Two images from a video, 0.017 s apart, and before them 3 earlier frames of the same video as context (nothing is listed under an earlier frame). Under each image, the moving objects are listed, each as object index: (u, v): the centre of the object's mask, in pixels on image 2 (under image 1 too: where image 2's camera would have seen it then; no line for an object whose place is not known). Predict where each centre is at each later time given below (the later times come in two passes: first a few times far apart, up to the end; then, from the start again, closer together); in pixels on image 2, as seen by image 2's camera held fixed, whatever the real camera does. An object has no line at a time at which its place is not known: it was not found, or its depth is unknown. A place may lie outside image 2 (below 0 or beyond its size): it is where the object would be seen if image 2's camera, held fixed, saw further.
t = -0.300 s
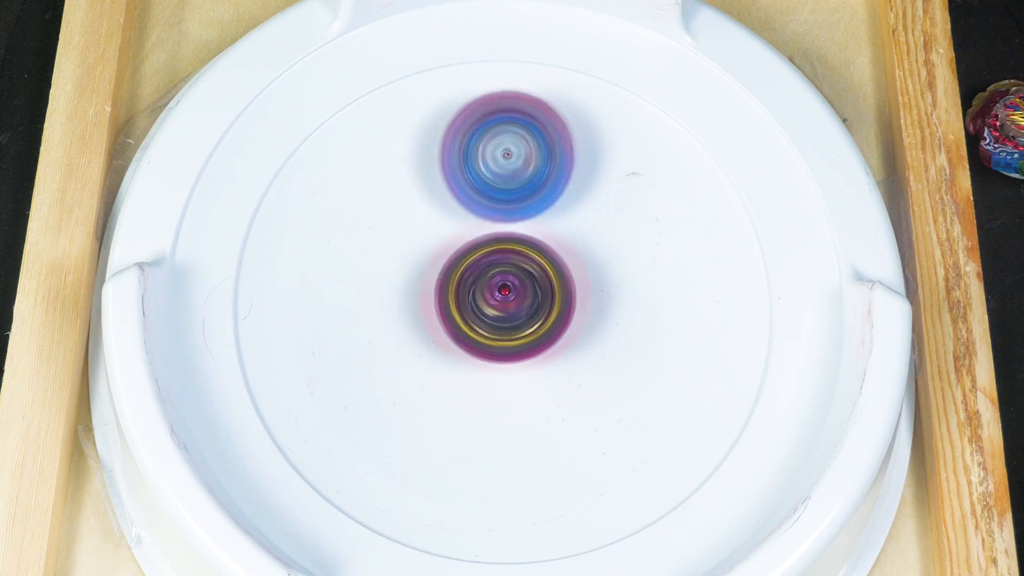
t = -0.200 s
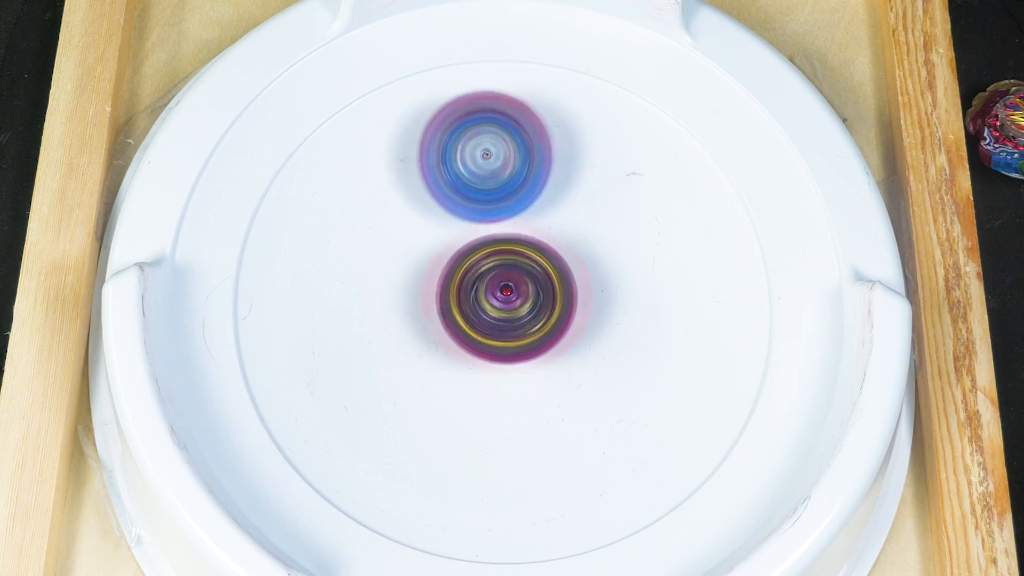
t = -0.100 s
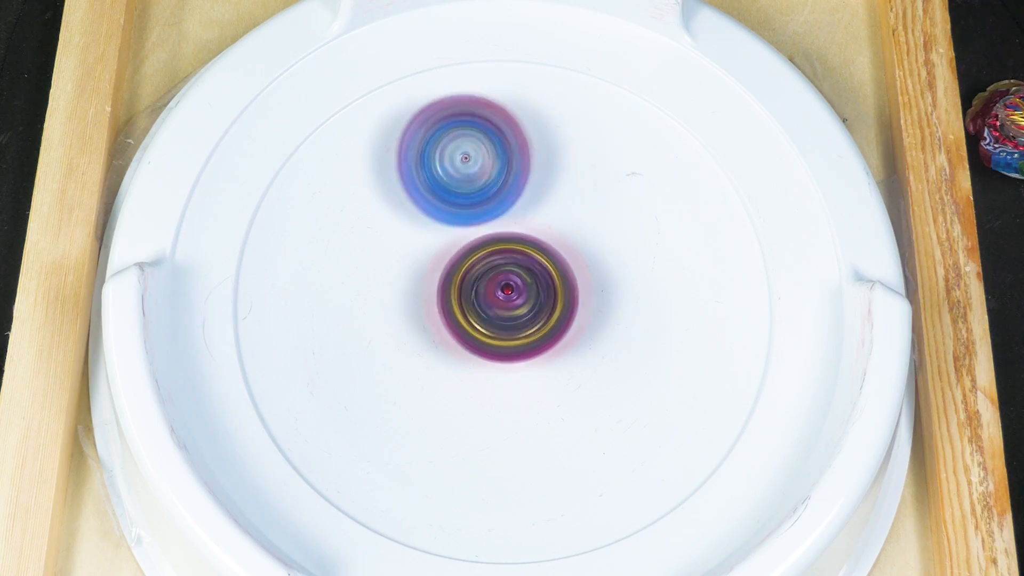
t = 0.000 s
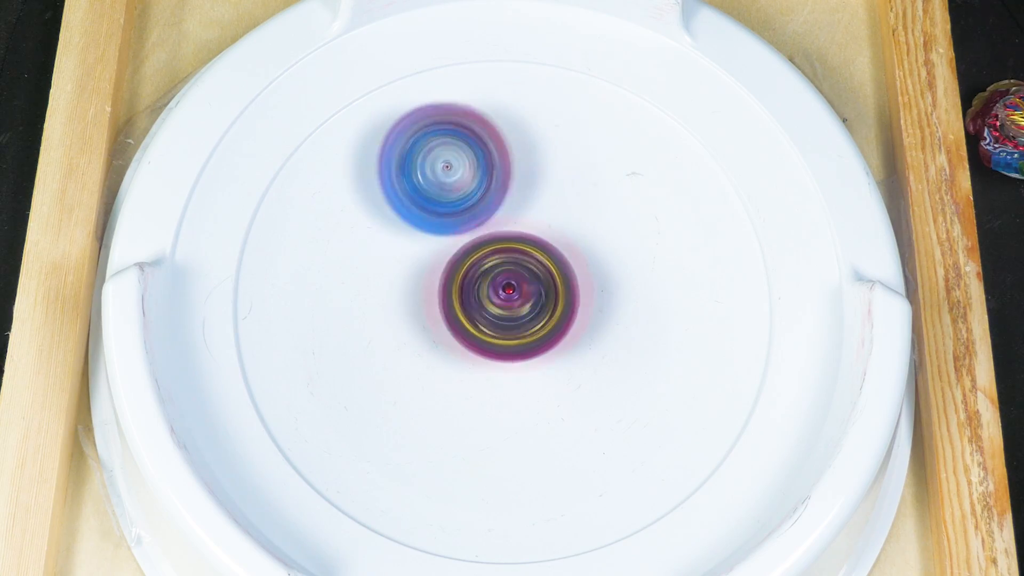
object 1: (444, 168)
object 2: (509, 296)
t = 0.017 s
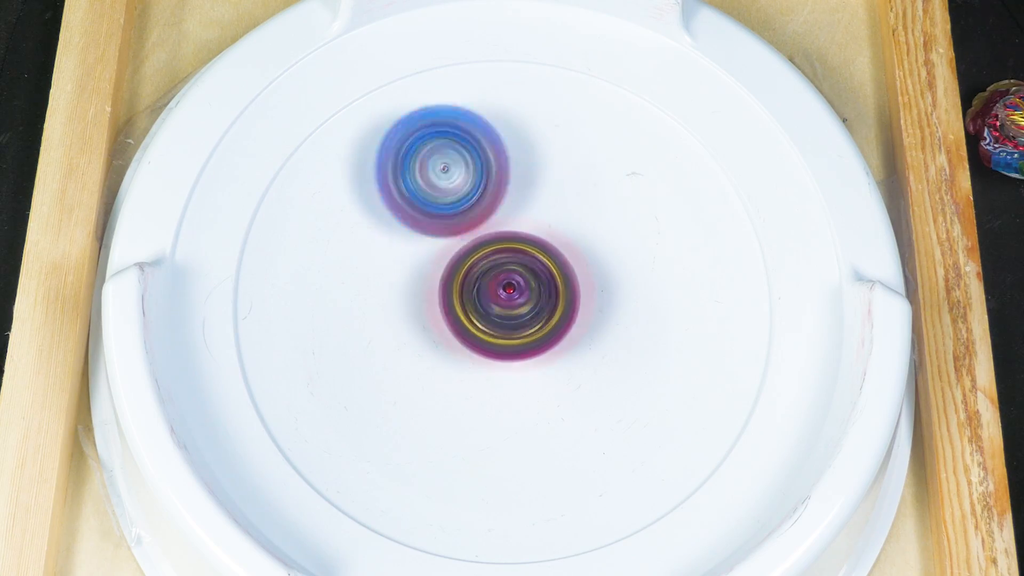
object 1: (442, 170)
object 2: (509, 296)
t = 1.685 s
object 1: (570, 388)
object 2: (533, 247)
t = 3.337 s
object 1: (463, 182)
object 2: (443, 315)
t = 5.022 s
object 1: (489, 235)
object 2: (577, 340)
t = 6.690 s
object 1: (454, 268)
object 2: (572, 348)
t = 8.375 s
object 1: (459, 249)
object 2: (575, 328)
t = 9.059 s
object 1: (444, 241)
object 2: (573, 324)
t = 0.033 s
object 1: (439, 173)
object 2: (510, 296)
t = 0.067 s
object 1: (434, 176)
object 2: (510, 296)
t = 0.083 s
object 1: (431, 179)
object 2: (511, 296)
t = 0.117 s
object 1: (426, 184)
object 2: (512, 296)
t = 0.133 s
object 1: (422, 187)
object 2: (513, 297)
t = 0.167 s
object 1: (419, 192)
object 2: (513, 297)
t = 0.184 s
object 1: (416, 195)
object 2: (513, 297)
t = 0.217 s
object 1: (412, 201)
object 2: (514, 297)
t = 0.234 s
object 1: (409, 204)
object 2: (514, 297)
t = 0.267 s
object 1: (405, 211)
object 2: (515, 297)
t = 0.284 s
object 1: (403, 214)
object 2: (515, 297)
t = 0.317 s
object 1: (399, 221)
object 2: (516, 297)
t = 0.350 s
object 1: (396, 228)
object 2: (518, 298)
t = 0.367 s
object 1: (394, 232)
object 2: (518, 299)
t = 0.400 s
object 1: (390, 240)
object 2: (519, 299)
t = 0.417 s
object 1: (389, 243)
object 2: (519, 299)
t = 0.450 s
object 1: (387, 251)
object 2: (520, 300)
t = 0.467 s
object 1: (386, 254)
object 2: (521, 300)
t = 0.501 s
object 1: (384, 263)
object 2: (522, 301)
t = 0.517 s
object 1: (383, 266)
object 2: (522, 301)
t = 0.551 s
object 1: (382, 273)
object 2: (523, 300)
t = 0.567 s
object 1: (382, 277)
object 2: (523, 300)
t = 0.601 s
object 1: (381, 285)
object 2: (524, 300)
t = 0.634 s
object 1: (378, 292)
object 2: (526, 300)
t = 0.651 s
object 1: (379, 296)
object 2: (526, 300)
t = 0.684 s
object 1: (378, 304)
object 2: (527, 299)
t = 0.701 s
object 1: (379, 308)
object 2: (528, 298)
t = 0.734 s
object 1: (380, 314)
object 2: (529, 298)
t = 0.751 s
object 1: (381, 319)
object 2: (529, 298)
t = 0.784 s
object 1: (383, 325)
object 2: (529, 297)
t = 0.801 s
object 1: (385, 328)
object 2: (529, 297)
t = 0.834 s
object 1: (388, 335)
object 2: (530, 296)
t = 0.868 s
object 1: (391, 340)
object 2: (531, 295)
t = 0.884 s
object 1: (393, 343)
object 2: (531, 295)
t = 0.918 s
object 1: (398, 348)
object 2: (531, 294)
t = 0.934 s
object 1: (400, 350)
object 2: (531, 293)
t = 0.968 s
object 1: (405, 354)
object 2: (532, 291)
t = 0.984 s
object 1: (407, 356)
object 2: (533, 290)
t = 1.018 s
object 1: (413, 360)
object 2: (534, 288)
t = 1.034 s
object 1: (416, 363)
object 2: (534, 288)
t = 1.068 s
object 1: (422, 367)
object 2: (535, 286)
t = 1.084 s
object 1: (426, 370)
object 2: (536, 284)
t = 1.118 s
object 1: (433, 376)
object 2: (537, 281)
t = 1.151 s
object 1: (441, 381)
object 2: (537, 279)
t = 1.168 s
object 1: (444, 384)
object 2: (537, 277)
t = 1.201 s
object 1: (452, 389)
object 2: (536, 275)
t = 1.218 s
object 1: (455, 390)
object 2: (537, 274)
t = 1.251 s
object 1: (462, 393)
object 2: (536, 273)
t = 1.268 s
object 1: (466, 393)
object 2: (536, 273)
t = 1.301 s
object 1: (473, 394)
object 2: (536, 273)
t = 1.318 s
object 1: (477, 395)
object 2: (536, 273)
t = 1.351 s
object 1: (484, 395)
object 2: (536, 272)
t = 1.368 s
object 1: (487, 395)
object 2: (535, 271)
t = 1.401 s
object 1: (495, 396)
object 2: (536, 269)
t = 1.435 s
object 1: (503, 396)
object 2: (536, 268)
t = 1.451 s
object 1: (506, 396)
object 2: (537, 266)
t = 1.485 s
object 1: (515, 396)
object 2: (536, 263)
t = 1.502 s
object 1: (520, 396)
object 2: (537, 262)
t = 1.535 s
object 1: (531, 394)
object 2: (537, 260)
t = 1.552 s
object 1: (534, 393)
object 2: (537, 260)
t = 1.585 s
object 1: (544, 391)
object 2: (536, 259)
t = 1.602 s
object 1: (549, 389)
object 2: (535, 258)
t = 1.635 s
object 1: (557, 387)
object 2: (535, 257)
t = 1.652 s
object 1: (562, 388)
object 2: (535, 254)
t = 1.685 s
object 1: (570, 388)
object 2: (533, 247)
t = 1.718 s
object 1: (577, 385)
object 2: (533, 244)
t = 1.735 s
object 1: (580, 383)
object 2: (532, 244)
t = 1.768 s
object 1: (586, 378)
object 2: (531, 243)
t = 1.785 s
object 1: (589, 375)
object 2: (530, 243)
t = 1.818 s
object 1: (595, 369)
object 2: (530, 242)
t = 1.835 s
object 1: (599, 367)
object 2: (529, 241)
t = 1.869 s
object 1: (605, 361)
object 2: (528, 241)
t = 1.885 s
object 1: (607, 358)
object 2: (528, 241)
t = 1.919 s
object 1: (612, 352)
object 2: (527, 241)
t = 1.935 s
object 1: (615, 348)
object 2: (527, 240)
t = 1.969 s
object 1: (619, 340)
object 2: (526, 240)
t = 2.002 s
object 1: (622, 333)
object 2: (524, 240)
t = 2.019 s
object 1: (625, 330)
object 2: (523, 239)
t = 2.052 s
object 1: (628, 323)
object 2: (522, 238)
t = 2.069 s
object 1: (630, 320)
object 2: (521, 238)
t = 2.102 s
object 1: (633, 313)
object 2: (519, 236)
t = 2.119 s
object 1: (634, 309)
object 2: (518, 237)
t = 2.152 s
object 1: (637, 301)
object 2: (515, 236)
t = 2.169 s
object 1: (638, 298)
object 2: (512, 236)
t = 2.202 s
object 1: (639, 291)
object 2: (511, 236)
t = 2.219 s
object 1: (639, 287)
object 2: (510, 236)
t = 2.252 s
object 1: (638, 279)
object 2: (508, 237)
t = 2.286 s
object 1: (642, 272)
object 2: (499, 236)
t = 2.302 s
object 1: (642, 267)
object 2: (497, 236)
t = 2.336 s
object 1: (642, 259)
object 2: (492, 237)
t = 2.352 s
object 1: (642, 255)
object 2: (491, 238)
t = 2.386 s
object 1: (640, 248)
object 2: (489, 238)
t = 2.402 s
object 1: (639, 245)
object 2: (487, 239)
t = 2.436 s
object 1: (635, 240)
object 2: (486, 239)
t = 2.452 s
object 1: (633, 237)
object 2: (484, 240)
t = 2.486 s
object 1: (628, 231)
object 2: (482, 241)
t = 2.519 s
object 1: (623, 225)
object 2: (481, 242)
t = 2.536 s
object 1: (620, 222)
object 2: (479, 242)
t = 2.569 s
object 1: (615, 216)
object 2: (478, 243)
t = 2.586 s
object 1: (611, 213)
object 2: (476, 243)
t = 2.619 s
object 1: (605, 208)
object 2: (472, 244)
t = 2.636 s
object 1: (604, 205)
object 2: (471, 244)
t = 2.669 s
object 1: (598, 200)
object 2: (468, 246)
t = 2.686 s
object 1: (594, 198)
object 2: (467, 248)
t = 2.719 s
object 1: (587, 193)
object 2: (464, 249)
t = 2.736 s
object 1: (585, 190)
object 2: (462, 251)
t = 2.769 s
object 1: (579, 185)
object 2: (459, 254)
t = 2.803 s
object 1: (573, 182)
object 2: (457, 255)
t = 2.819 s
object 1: (568, 180)
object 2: (456, 257)
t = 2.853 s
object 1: (561, 178)
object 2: (454, 259)
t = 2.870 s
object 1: (558, 177)
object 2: (452, 260)
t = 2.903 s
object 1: (551, 174)
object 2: (449, 262)
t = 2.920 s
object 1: (547, 172)
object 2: (448, 262)
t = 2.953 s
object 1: (541, 168)
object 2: (443, 267)
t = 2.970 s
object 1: (539, 168)
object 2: (441, 270)
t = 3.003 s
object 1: (533, 167)
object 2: (438, 275)
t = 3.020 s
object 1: (530, 166)
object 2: (438, 277)
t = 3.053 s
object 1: (522, 167)
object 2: (438, 280)
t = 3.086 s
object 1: (514, 168)
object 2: (438, 283)
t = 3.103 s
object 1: (510, 170)
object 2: (438, 284)
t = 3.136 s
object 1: (502, 171)
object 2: (438, 286)
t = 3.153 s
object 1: (499, 171)
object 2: (438, 290)
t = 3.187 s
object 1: (492, 170)
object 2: (438, 297)
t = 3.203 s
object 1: (488, 170)
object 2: (438, 301)
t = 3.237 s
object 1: (481, 173)
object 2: (440, 304)
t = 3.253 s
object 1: (478, 175)
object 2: (441, 306)
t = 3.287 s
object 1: (472, 179)
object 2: (443, 308)
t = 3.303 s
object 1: (469, 180)
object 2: (443, 308)
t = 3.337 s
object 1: (463, 182)
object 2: (443, 315)
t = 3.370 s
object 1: (456, 185)
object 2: (444, 320)
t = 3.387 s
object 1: (453, 186)
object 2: (444, 322)
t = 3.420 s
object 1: (448, 190)
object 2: (445, 323)
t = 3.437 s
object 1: (445, 194)
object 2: (446, 325)
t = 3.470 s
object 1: (439, 198)
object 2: (447, 328)
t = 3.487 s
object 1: (437, 199)
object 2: (447, 330)
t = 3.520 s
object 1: (432, 204)
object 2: (449, 333)
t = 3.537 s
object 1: (429, 205)
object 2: (450, 335)
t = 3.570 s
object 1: (424, 209)
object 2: (452, 338)
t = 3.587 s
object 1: (422, 212)
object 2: (453, 339)
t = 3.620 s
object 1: (417, 214)
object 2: (456, 344)
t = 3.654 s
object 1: (412, 218)
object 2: (459, 347)
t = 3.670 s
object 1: (412, 222)
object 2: (460, 348)
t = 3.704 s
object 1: (409, 227)
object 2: (462, 349)
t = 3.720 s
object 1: (408, 229)
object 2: (464, 351)
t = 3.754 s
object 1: (405, 233)
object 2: (467, 355)
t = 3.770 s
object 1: (403, 235)
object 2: (468, 356)
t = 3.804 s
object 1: (402, 240)
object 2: (471, 358)
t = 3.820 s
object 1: (401, 243)
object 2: (472, 359)
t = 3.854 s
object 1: (399, 246)
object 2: (476, 362)
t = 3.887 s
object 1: (398, 250)
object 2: (479, 365)
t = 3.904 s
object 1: (398, 253)
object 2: (480, 365)
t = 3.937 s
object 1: (392, 252)
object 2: (490, 372)
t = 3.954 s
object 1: (389, 247)
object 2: (497, 377)
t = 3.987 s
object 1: (387, 245)
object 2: (507, 383)
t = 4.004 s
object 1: (388, 245)
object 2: (511, 384)
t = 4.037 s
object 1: (389, 246)
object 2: (516, 383)
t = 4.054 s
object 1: (390, 246)
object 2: (518, 384)
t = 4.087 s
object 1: (393, 248)
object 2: (521, 381)
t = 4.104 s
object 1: (394, 248)
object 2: (522, 381)
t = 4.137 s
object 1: (398, 251)
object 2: (524, 378)
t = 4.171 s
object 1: (402, 255)
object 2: (526, 376)
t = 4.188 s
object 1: (404, 256)
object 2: (527, 375)
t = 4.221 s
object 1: (409, 260)
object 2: (528, 371)
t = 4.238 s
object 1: (412, 261)
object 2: (528, 369)
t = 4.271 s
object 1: (418, 265)
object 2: (529, 363)
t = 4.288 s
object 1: (421, 267)
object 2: (529, 362)
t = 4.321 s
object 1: (420, 268)
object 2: (535, 363)
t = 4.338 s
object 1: (420, 266)
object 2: (540, 365)
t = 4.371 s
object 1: (422, 267)
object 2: (547, 367)
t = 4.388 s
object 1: (425, 266)
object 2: (548, 366)
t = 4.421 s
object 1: (430, 267)
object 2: (549, 365)
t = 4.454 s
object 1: (435, 268)
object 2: (551, 363)
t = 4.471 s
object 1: (439, 268)
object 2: (551, 362)
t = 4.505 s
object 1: (445, 270)
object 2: (552, 360)
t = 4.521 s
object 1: (448, 270)
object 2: (553, 359)
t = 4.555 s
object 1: (444, 265)
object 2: (564, 365)
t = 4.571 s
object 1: (442, 262)
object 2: (570, 368)
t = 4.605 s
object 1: (444, 259)
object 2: (576, 369)
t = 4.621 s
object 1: (445, 258)
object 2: (578, 369)
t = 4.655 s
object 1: (449, 255)
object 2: (579, 367)
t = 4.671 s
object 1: (451, 254)
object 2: (580, 366)
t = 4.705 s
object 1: (456, 251)
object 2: (580, 363)
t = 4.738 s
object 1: (461, 249)
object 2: (580, 360)
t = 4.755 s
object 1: (464, 248)
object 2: (580, 357)
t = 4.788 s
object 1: (469, 248)
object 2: (578, 353)
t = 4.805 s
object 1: (471, 247)
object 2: (577, 350)
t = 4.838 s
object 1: (477, 246)
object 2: (574, 345)
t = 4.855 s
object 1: (479, 246)
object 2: (575, 344)
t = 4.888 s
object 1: (481, 243)
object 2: (577, 343)
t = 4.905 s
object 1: (480, 243)
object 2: (578, 345)
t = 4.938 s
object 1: (484, 240)
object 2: (578, 344)
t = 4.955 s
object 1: (484, 240)
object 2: (578, 343)
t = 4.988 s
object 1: (488, 237)
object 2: (577, 341)
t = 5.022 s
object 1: (489, 235)
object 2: (577, 340)
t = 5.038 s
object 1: (490, 234)
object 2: (578, 340)
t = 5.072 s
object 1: (491, 233)
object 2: (577, 340)
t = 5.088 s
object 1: (492, 232)
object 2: (577, 339)
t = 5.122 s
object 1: (492, 230)
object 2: (576, 338)
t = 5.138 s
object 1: (493, 229)
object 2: (577, 338)
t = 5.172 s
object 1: (493, 229)
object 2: (576, 337)
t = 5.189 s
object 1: (493, 228)
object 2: (576, 337)
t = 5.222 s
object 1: (493, 227)
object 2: (575, 336)
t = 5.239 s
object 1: (493, 226)
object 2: (575, 336)
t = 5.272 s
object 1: (492, 226)
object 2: (574, 336)
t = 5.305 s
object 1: (490, 225)
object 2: (573, 336)
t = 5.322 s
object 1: (491, 225)
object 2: (572, 335)
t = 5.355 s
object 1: (489, 224)
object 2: (571, 335)
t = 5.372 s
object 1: (490, 225)
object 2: (570, 334)
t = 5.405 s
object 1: (489, 224)
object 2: (570, 333)
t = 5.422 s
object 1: (488, 224)
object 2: (570, 333)
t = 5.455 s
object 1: (485, 221)
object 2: (572, 339)
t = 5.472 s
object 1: (484, 221)
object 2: (571, 340)
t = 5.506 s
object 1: (484, 220)
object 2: (571, 339)
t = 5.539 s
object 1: (484, 222)
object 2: (570, 336)
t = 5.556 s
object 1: (484, 222)
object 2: (570, 336)
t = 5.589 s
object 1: (484, 224)
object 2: (568, 334)
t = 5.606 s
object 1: (484, 225)
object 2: (569, 333)
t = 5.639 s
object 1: (483, 227)
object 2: (568, 334)
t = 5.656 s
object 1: (482, 227)
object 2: (569, 336)
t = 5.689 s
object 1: (480, 229)
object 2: (566, 336)
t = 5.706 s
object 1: (480, 230)
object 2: (567, 335)
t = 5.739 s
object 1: (479, 232)
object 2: (567, 336)
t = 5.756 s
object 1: (478, 232)
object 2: (567, 337)
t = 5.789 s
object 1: (476, 235)
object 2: (564, 338)
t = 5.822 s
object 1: (473, 235)
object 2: (564, 340)
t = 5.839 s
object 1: (472, 235)
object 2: (563, 340)
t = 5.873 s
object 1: (470, 237)
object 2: (562, 339)
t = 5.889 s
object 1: (470, 238)
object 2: (562, 339)
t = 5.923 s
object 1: (468, 239)
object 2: (563, 341)
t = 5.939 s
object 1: (467, 240)
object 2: (562, 341)
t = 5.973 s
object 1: (466, 241)
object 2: (562, 341)
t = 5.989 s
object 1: (465, 242)
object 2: (561, 340)
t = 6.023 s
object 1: (464, 243)
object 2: (562, 341)
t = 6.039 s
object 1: (462, 244)
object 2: (561, 341)
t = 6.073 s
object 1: (462, 246)
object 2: (561, 341)
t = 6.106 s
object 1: (458, 246)
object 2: (561, 344)
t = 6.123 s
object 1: (457, 246)
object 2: (561, 344)
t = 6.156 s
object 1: (457, 248)
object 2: (560, 343)
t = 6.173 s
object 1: (456, 248)
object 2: (560, 342)
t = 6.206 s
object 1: (455, 251)
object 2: (560, 342)
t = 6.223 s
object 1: (455, 251)
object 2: (560, 341)
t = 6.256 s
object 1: (454, 254)
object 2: (561, 342)
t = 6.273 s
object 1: (454, 254)
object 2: (560, 342)
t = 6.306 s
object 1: (452, 256)
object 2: (562, 343)
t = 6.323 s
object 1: (452, 258)
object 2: (561, 343)
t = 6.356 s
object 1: (452, 258)
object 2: (562, 343)
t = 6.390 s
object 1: (448, 259)
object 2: (563, 345)
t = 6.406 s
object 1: (448, 259)
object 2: (564, 346)
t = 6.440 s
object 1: (448, 261)
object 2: (563, 343)
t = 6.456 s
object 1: (449, 261)
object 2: (563, 343)
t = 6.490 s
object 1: (448, 264)
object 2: (563, 341)
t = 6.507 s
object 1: (449, 264)
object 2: (565, 342)
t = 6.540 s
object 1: (449, 263)
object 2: (568, 344)
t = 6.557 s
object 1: (449, 264)
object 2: (569, 344)
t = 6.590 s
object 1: (452, 265)
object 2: (569, 343)
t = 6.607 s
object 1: (452, 267)
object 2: (569, 343)
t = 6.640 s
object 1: (454, 268)
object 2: (570, 344)
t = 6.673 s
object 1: (452, 268)
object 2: (572, 347)
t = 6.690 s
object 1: (454, 268)
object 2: (572, 348)
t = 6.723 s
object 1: (454, 270)
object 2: (571, 345)
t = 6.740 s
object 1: (455, 269)
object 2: (573, 345)
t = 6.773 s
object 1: (453, 269)
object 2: (576, 344)
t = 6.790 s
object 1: (454, 269)
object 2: (576, 345)
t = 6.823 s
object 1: (454, 267)
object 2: (574, 343)
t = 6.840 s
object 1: (452, 267)
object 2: (575, 343)
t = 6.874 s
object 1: (453, 266)
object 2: (576, 343)
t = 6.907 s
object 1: (453, 266)
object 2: (574, 342)
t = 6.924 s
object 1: (454, 265)
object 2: (574, 340)
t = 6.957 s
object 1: (453, 264)
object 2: (573, 339)
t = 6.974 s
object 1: (454, 263)
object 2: (573, 338)
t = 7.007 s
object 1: (453, 261)
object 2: (575, 338)
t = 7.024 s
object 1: (454, 262)
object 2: (574, 338)
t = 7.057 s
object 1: (456, 260)
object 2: (572, 337)
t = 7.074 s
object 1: (455, 260)
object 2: (572, 336)
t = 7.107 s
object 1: (456, 258)
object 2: (574, 336)
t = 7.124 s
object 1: (456, 257)
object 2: (573, 336)
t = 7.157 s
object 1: (457, 258)
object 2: (573, 336)
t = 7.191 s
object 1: (456, 255)
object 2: (573, 337)
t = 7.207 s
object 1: (455, 254)
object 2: (574, 338)
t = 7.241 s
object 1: (456, 254)
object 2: (574, 339)
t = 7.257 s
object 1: (457, 255)
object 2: (572, 338)
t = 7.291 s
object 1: (459, 252)
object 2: (572, 336)
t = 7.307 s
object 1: (458, 251)
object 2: (572, 335)
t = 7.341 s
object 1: (460, 252)
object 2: (573, 335)
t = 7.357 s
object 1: (461, 251)
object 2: (572, 335)
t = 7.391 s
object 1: (460, 251)
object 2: (571, 333)
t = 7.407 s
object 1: (458, 249)
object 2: (575, 336)
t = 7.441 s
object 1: (455, 246)
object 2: (580, 339)
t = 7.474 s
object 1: (455, 244)
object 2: (580, 341)
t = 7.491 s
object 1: (455, 243)
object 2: (579, 340)
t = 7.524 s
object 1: (455, 244)
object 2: (578, 337)
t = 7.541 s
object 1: (456, 242)
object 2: (577, 336)
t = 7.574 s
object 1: (456, 243)
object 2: (575, 332)
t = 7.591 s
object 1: (457, 243)
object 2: (575, 332)
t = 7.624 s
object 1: (457, 243)
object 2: (574, 329)
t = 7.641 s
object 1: (458, 244)
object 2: (574, 328)
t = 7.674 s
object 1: (460, 244)
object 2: (573, 327)
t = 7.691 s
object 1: (460, 244)
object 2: (573, 326)
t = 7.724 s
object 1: (461, 244)
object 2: (574, 327)
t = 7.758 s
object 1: (461, 246)
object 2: (573, 327)
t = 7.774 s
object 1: (461, 246)
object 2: (574, 327)
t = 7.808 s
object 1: (462, 246)
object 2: (576, 329)
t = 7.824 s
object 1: (461, 247)
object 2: (576, 329)
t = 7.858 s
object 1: (464, 248)
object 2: (576, 329)
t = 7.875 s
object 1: (459, 245)
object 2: (580, 331)
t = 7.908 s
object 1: (455, 243)
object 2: (584, 335)
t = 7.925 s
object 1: (454, 243)
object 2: (584, 337)
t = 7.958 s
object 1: (454, 243)
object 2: (582, 336)
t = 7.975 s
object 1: (454, 241)
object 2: (582, 335)
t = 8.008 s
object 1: (452, 241)
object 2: (580, 333)
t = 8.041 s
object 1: (455, 241)
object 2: (579, 330)
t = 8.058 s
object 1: (454, 240)
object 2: (578, 329)
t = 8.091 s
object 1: (455, 242)
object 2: (575, 326)
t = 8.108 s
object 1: (457, 242)
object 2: (575, 325)
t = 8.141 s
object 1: (457, 244)
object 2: (573, 322)
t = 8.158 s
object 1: (458, 244)
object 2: (573, 321)
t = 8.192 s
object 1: (458, 244)
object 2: (575, 323)
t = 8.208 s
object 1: (458, 246)
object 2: (574, 323)
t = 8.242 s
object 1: (461, 247)
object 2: (573, 324)
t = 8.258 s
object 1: (460, 246)
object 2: (574, 326)
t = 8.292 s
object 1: (458, 248)
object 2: (574, 328)
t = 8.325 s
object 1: (460, 249)
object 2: (574, 328)
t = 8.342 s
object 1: (459, 249)
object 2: (574, 328)
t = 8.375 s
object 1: (459, 249)
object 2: (575, 328)
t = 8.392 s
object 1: (459, 249)
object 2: (576, 330)
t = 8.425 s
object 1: (459, 252)
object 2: (575, 330)
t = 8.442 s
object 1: (460, 251)
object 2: (575, 331)
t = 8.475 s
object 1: (457, 249)
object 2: (574, 332)
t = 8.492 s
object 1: (455, 250)
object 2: (575, 332)
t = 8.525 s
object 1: (455, 249)
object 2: (573, 332)
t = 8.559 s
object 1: (455, 250)
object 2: (572, 330)
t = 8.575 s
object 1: (456, 249)
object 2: (572, 329)
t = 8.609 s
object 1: (455, 247)
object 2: (571, 327)
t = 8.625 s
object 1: (455, 249)
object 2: (572, 326)
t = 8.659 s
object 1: (457, 248)
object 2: (573, 327)
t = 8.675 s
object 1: (457, 248)
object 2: (572, 327)
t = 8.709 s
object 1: (456, 250)
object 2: (572, 327)
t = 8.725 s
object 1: (458, 249)
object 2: (572, 328)
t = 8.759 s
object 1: (447, 243)
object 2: (580, 335)
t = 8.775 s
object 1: (443, 241)
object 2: (584, 338)
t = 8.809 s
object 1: (438, 240)
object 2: (589, 345)
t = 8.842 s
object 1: (439, 240)
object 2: (589, 345)
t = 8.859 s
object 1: (440, 239)
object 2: (589, 345)
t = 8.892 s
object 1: (439, 236)
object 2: (587, 345)
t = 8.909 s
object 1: (437, 237)
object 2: (585, 342)
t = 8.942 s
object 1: (439, 238)
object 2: (583, 338)
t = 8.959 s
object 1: (440, 237)
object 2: (581, 337)
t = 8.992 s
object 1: (439, 238)
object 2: (578, 332)
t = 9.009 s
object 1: (441, 239)
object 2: (577, 330)
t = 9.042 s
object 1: (443, 239)
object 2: (574, 326)
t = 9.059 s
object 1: (444, 241)
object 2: (573, 324)
